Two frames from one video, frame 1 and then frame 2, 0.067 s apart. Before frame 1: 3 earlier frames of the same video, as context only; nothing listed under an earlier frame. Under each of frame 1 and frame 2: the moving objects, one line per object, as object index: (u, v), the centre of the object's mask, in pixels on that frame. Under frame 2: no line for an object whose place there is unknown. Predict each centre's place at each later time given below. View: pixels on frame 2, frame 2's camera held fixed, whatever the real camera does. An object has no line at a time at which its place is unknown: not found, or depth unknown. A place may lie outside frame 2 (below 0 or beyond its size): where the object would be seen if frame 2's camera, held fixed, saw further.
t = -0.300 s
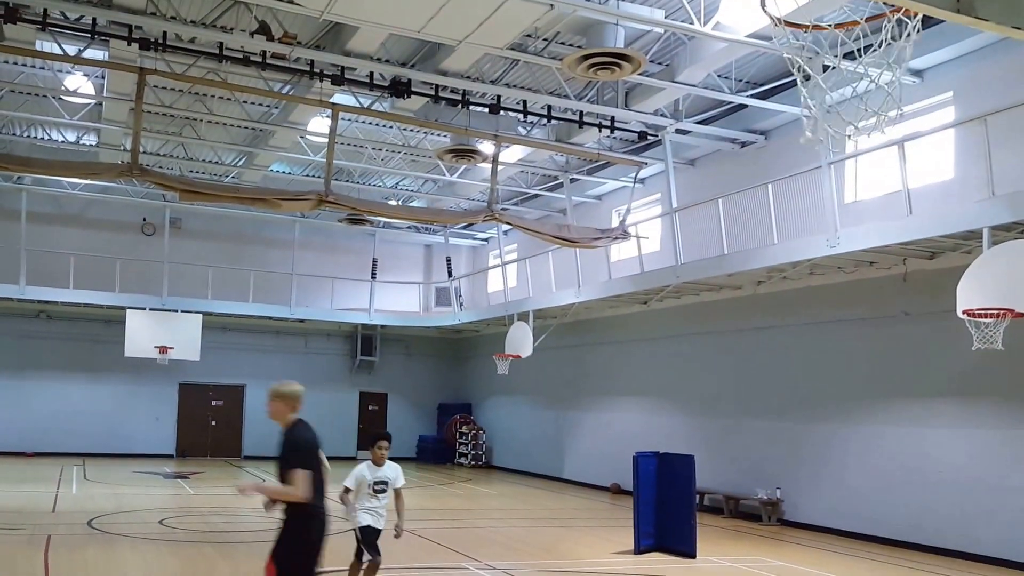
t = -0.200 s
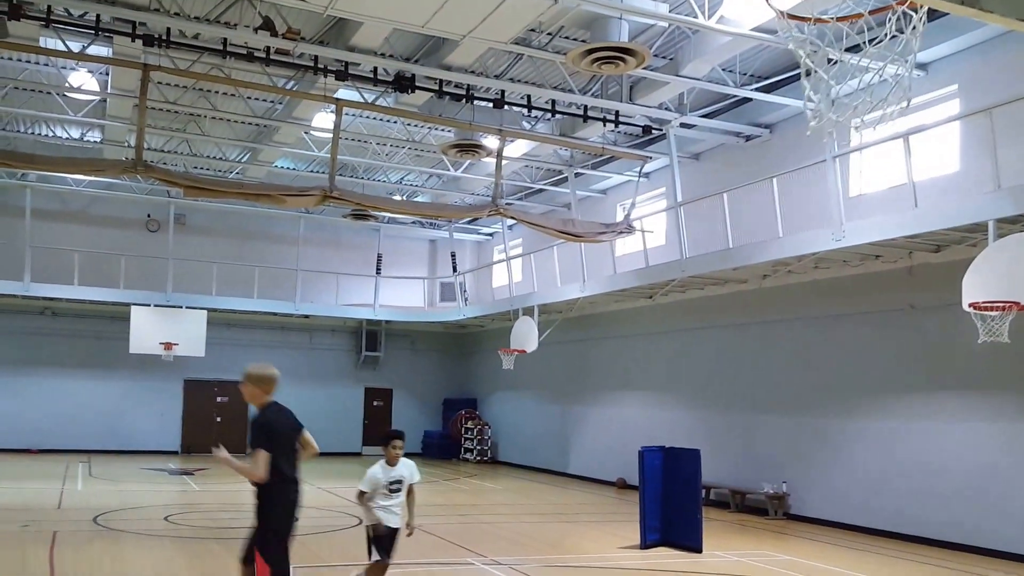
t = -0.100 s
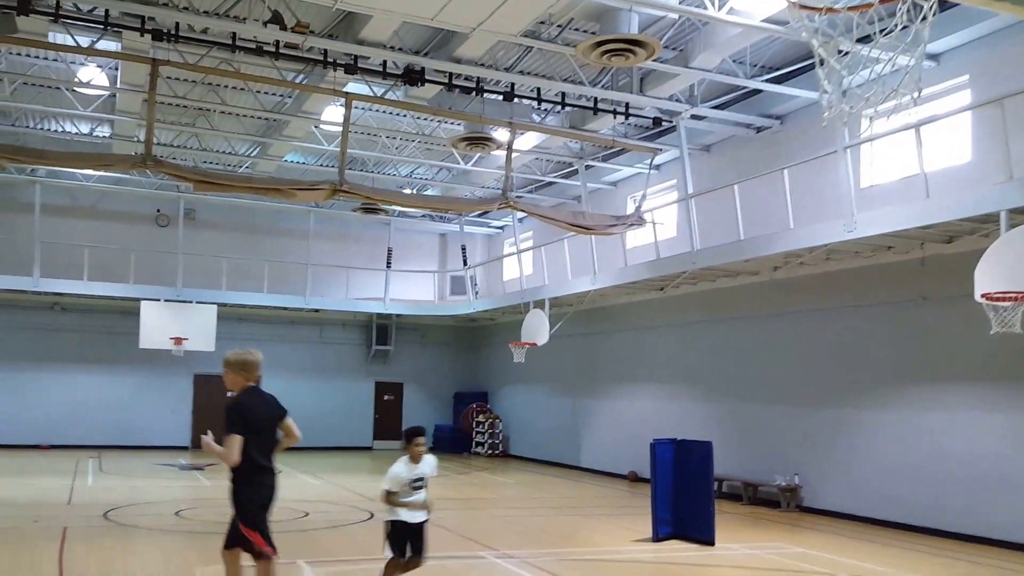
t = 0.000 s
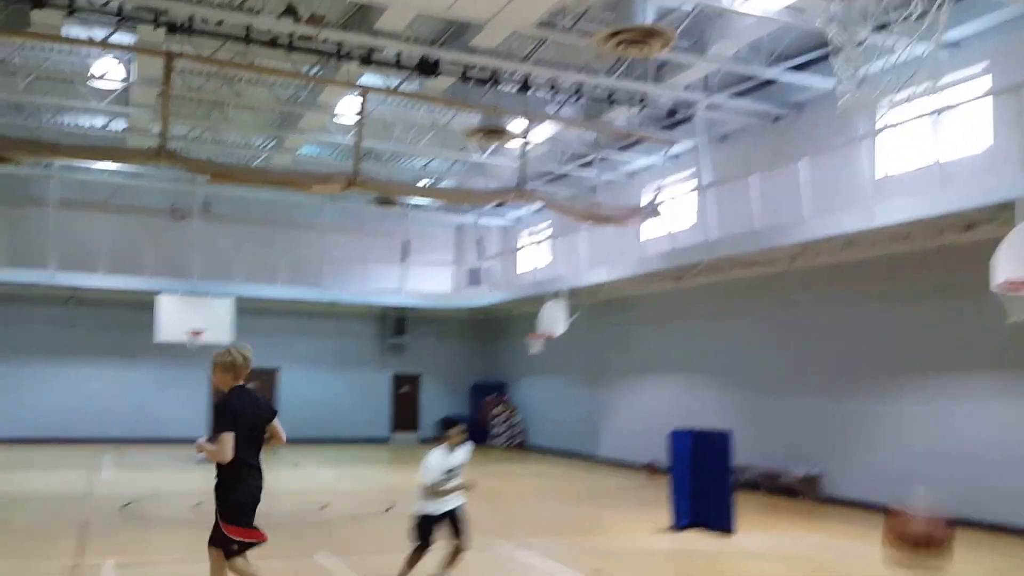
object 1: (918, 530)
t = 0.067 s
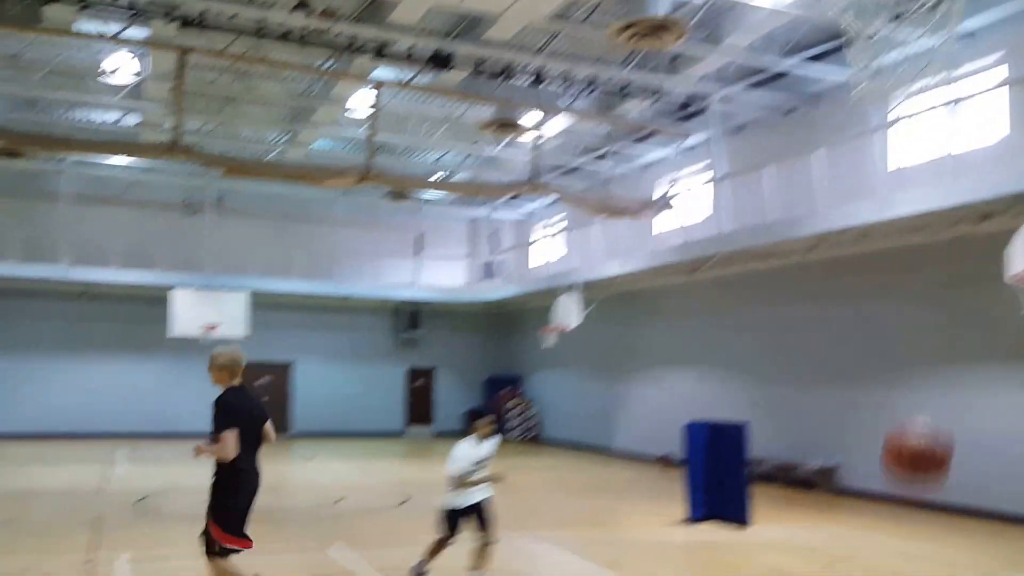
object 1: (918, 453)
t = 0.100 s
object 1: (908, 421)
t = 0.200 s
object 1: (871, 354)
